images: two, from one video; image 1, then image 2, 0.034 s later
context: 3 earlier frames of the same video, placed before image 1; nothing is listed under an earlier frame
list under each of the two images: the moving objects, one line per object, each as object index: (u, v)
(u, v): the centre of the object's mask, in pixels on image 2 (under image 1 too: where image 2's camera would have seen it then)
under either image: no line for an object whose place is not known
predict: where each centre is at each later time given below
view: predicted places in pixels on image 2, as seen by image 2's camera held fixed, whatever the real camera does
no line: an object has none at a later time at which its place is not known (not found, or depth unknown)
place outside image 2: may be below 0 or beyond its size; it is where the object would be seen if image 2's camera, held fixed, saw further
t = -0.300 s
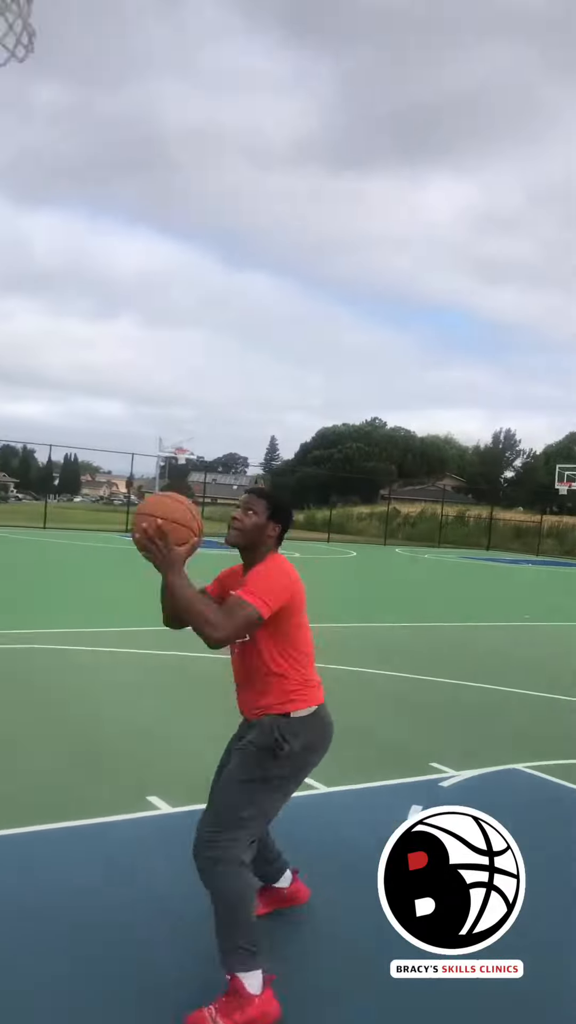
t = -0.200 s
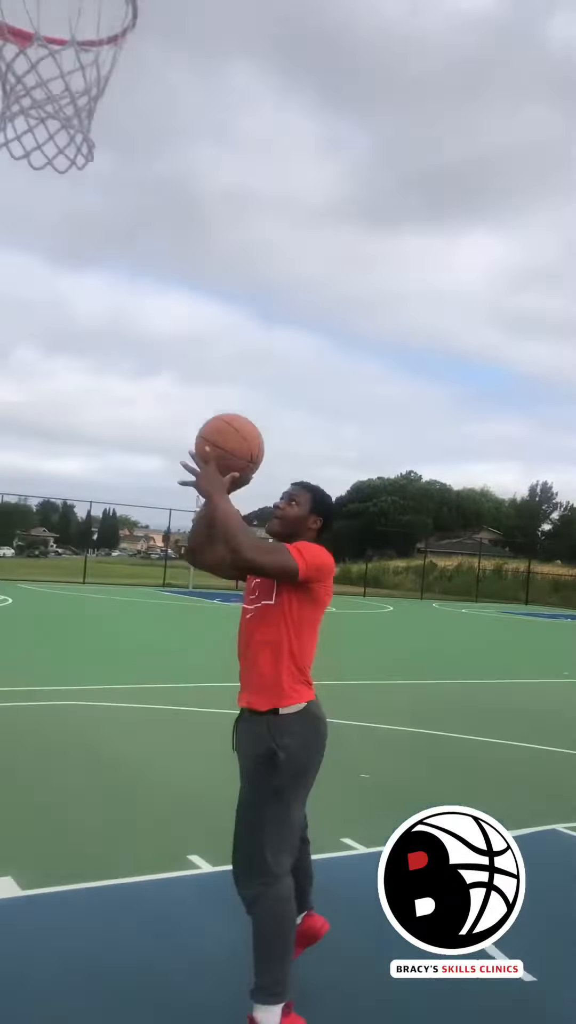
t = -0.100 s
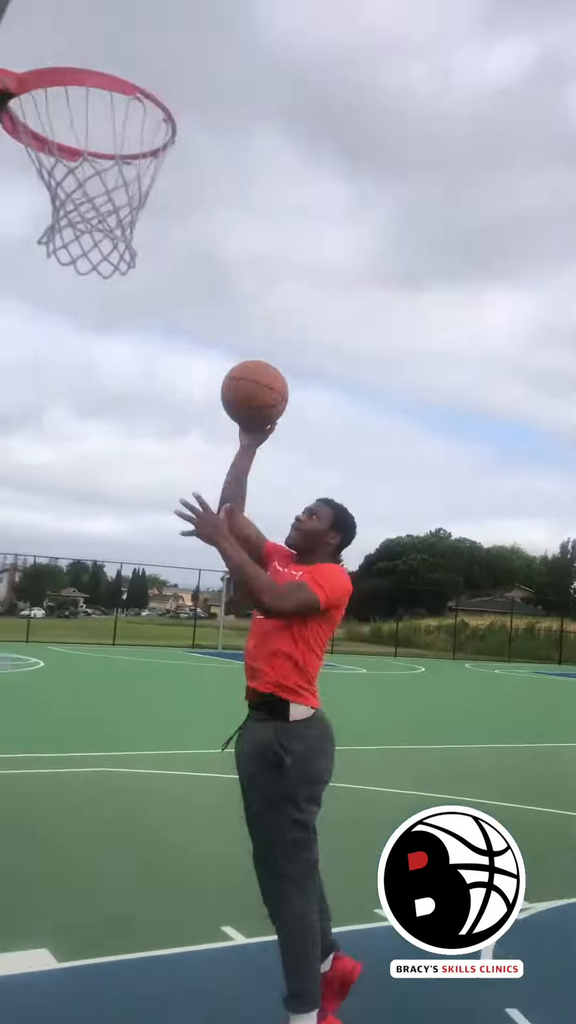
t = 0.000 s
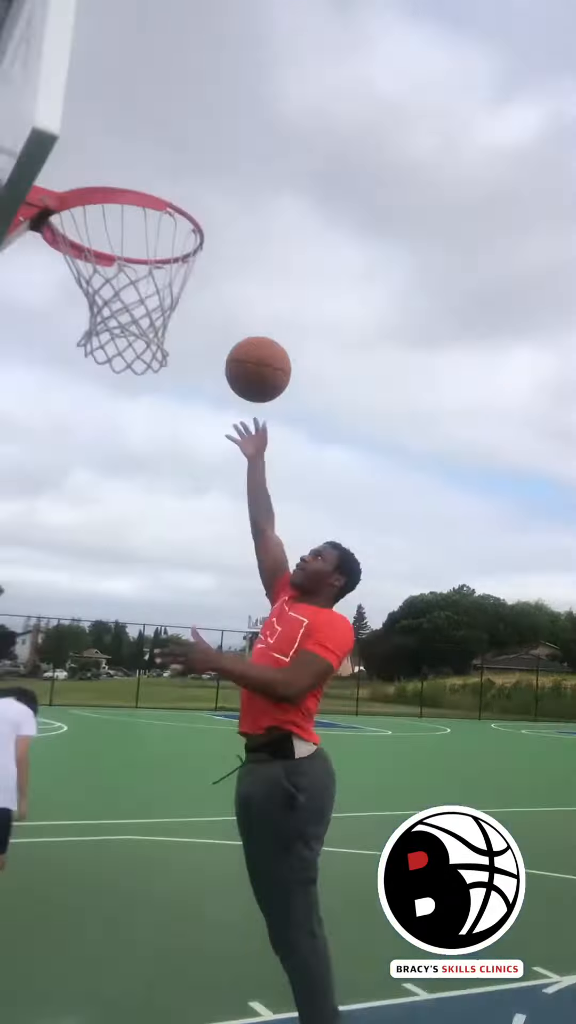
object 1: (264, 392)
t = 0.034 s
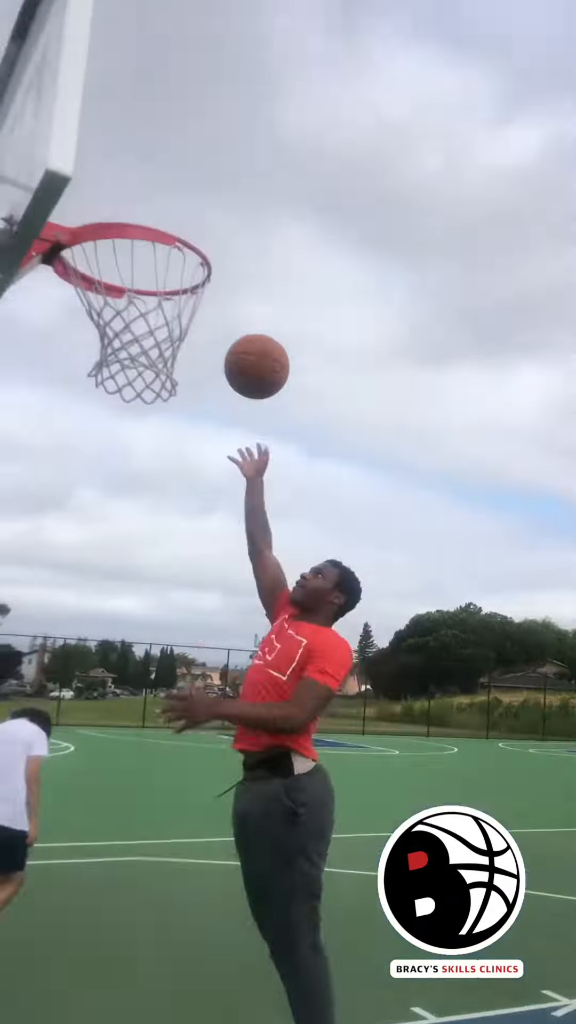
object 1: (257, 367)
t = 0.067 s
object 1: (250, 344)
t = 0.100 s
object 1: (242, 324)
